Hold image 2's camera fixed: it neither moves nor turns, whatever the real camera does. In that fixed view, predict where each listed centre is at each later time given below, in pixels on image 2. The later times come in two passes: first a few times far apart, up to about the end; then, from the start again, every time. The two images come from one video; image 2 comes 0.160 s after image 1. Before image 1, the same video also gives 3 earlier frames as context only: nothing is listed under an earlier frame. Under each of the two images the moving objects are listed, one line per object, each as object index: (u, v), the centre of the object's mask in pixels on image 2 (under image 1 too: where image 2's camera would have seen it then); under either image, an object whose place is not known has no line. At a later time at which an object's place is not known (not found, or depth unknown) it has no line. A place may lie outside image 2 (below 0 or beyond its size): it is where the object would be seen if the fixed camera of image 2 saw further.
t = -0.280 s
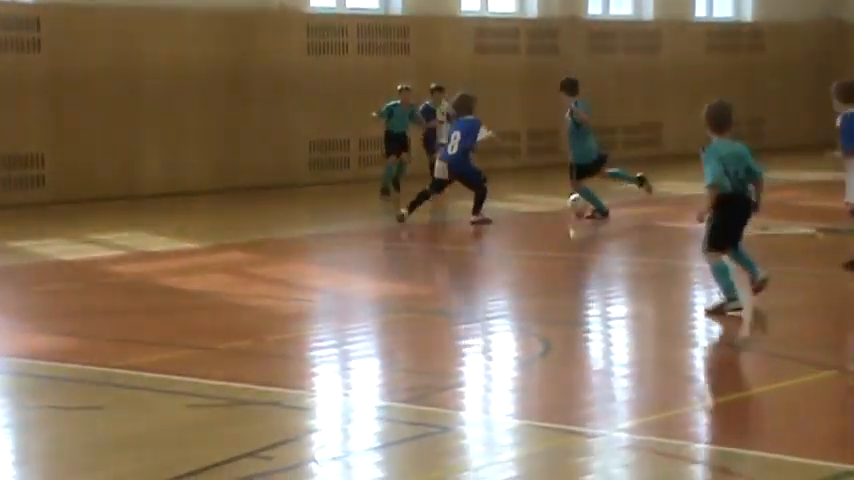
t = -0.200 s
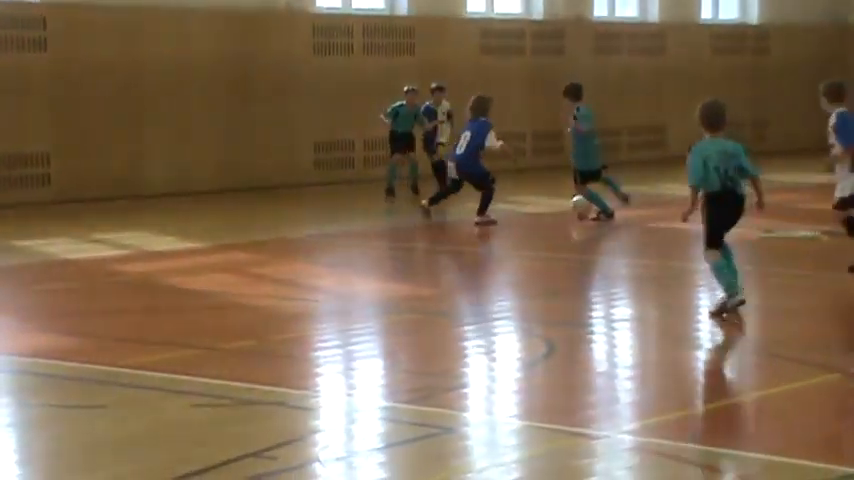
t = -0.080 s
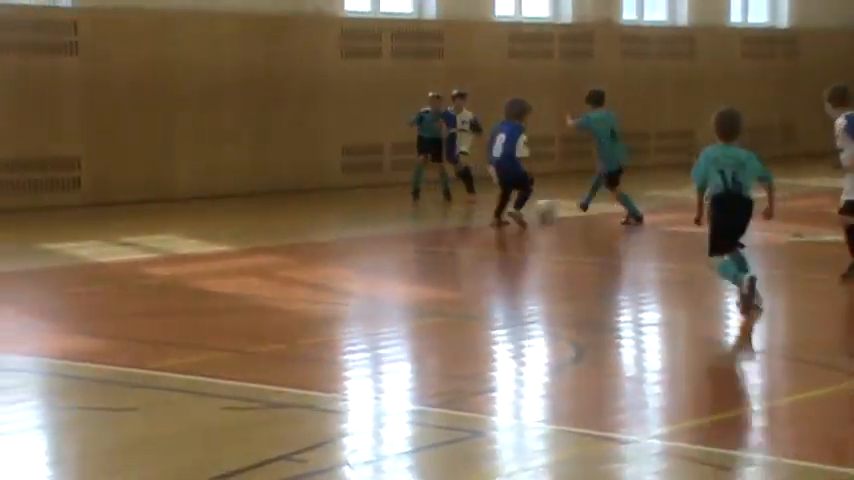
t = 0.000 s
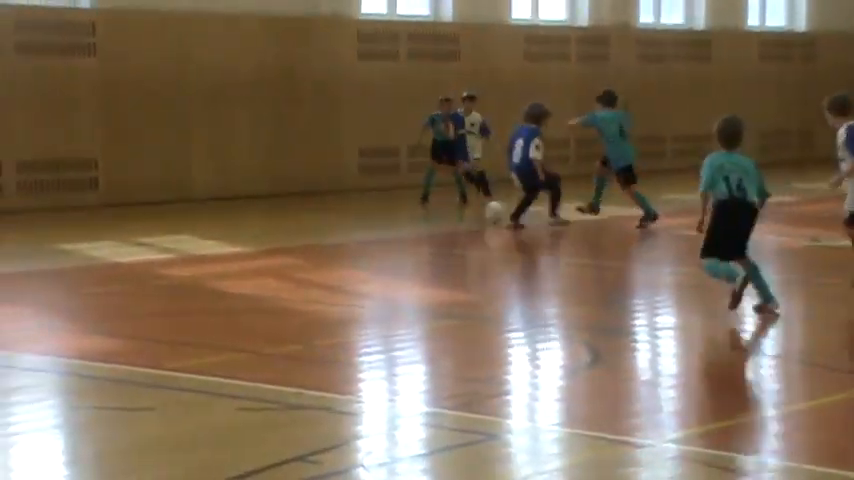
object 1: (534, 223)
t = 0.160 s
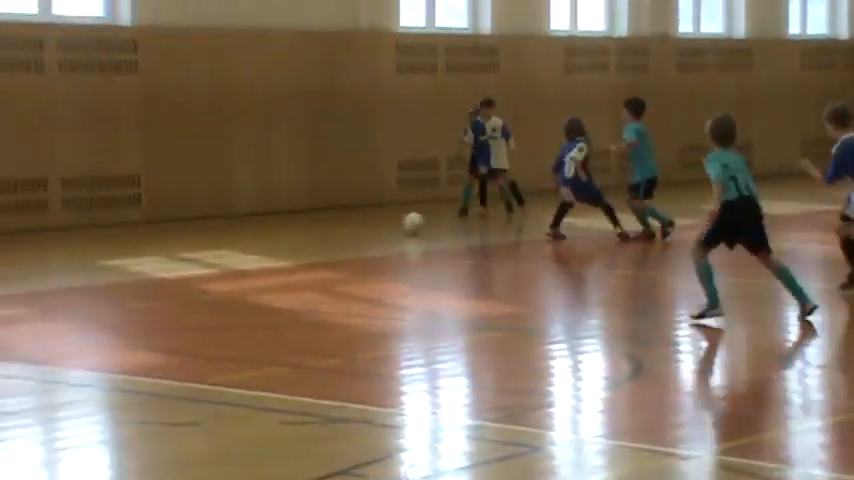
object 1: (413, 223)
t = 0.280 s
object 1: (333, 222)
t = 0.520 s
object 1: (192, 222)
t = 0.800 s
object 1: (68, 220)
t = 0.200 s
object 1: (385, 222)
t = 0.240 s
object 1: (359, 223)
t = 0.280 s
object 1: (333, 222)
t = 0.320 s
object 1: (307, 223)
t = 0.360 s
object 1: (283, 223)
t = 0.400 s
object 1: (258, 223)
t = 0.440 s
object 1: (237, 222)
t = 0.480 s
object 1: (214, 223)
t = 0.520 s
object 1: (192, 222)
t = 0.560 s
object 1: (172, 222)
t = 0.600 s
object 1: (152, 221)
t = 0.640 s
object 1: (131, 222)
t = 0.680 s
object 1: (112, 222)
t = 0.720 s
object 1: (94, 222)
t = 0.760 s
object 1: (76, 223)
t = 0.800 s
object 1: (68, 220)
